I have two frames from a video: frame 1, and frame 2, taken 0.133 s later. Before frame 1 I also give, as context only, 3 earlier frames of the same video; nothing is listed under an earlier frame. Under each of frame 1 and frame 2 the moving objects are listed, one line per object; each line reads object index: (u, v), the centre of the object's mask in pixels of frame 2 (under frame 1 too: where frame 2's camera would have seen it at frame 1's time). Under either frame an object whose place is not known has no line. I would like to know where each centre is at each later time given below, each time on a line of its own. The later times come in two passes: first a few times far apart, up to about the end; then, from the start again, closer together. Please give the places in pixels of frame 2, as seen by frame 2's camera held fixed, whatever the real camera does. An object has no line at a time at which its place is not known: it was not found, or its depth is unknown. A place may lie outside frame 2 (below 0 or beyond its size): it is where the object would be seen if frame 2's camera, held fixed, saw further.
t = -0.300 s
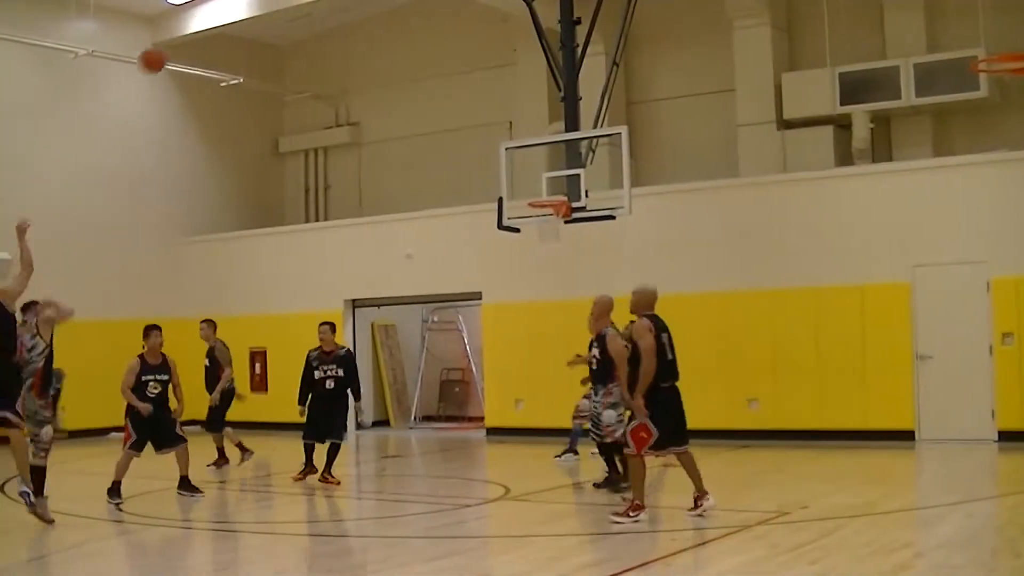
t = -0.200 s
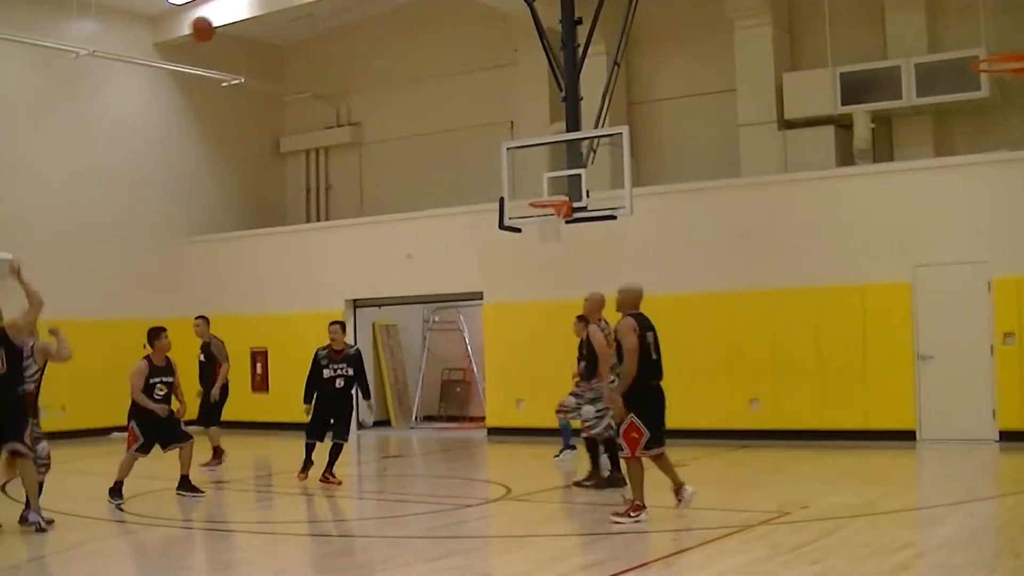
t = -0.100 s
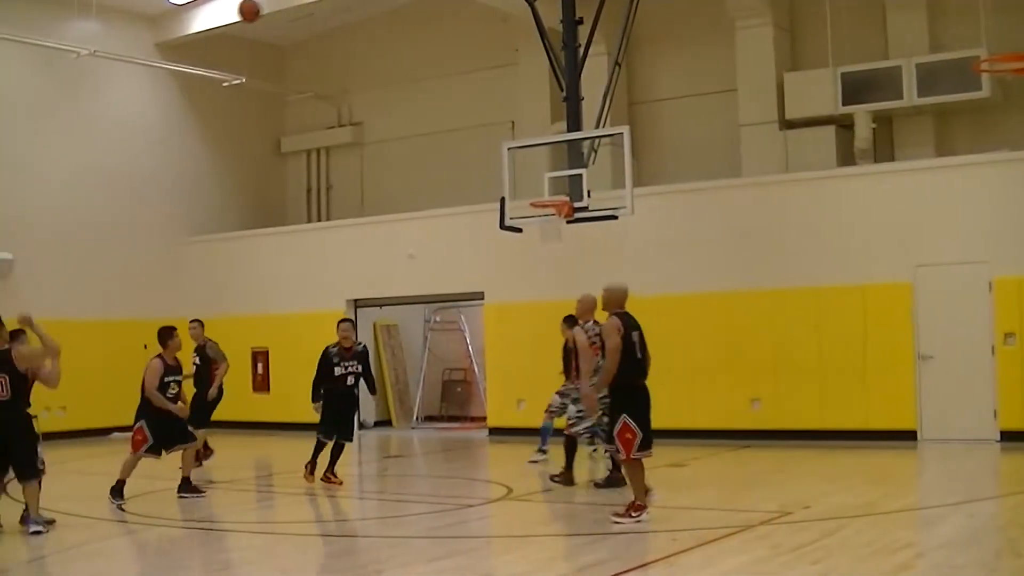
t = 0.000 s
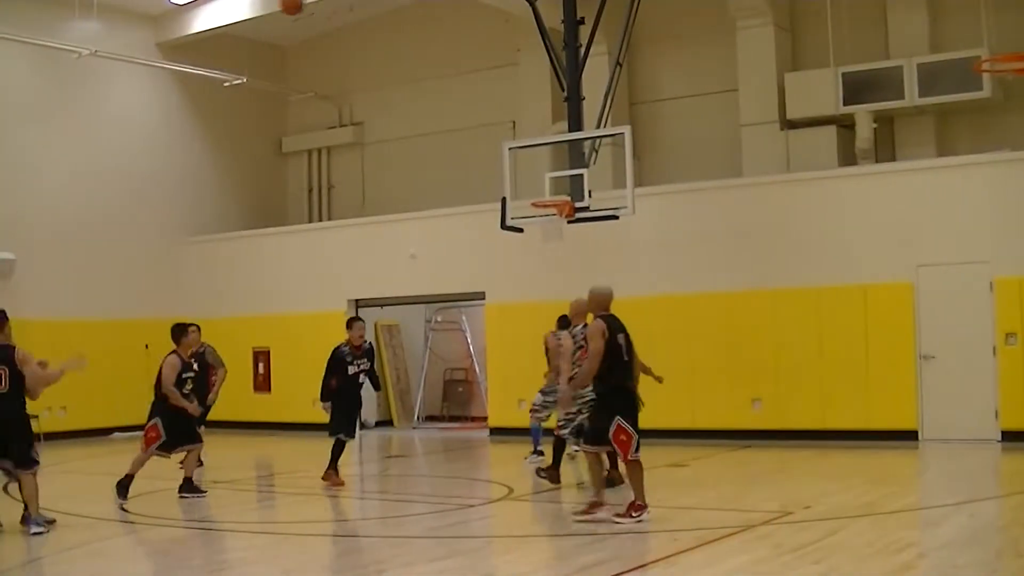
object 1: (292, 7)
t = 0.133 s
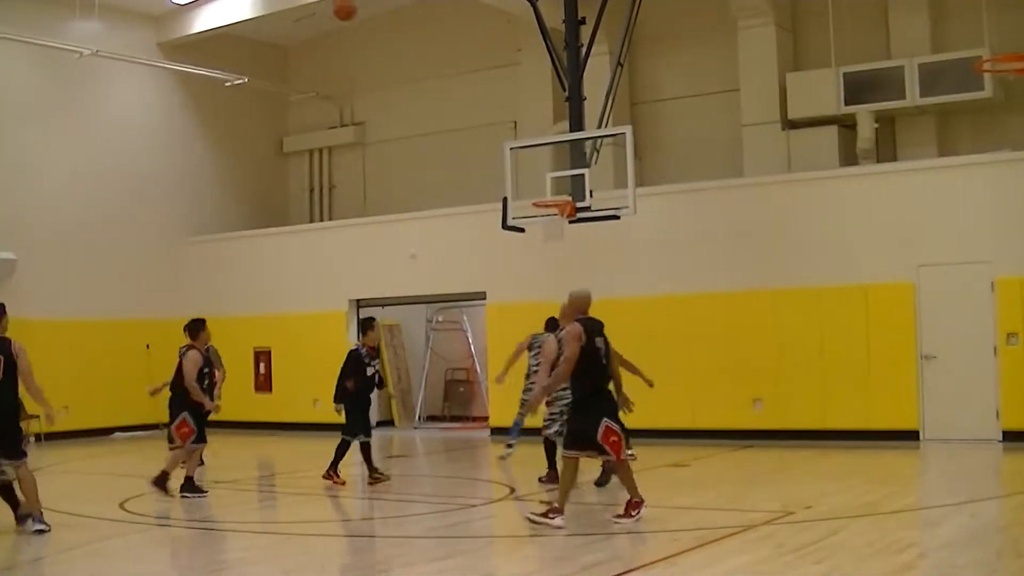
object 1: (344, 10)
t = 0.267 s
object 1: (392, 33)
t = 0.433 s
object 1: (445, 78)
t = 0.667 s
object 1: (514, 172)
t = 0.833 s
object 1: (557, 259)
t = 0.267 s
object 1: (392, 33)
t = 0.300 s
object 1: (403, 41)
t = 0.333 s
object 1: (413, 48)
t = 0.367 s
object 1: (424, 57)
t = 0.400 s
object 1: (435, 67)
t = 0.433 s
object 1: (445, 78)
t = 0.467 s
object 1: (455, 88)
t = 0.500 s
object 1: (465, 100)
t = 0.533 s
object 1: (475, 113)
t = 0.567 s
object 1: (485, 127)
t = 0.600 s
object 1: (495, 141)
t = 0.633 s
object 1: (504, 156)
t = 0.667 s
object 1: (514, 172)
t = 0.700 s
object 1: (523, 188)
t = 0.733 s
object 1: (532, 205)
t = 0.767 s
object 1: (540, 223)
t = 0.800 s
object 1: (549, 240)
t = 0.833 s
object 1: (557, 259)
